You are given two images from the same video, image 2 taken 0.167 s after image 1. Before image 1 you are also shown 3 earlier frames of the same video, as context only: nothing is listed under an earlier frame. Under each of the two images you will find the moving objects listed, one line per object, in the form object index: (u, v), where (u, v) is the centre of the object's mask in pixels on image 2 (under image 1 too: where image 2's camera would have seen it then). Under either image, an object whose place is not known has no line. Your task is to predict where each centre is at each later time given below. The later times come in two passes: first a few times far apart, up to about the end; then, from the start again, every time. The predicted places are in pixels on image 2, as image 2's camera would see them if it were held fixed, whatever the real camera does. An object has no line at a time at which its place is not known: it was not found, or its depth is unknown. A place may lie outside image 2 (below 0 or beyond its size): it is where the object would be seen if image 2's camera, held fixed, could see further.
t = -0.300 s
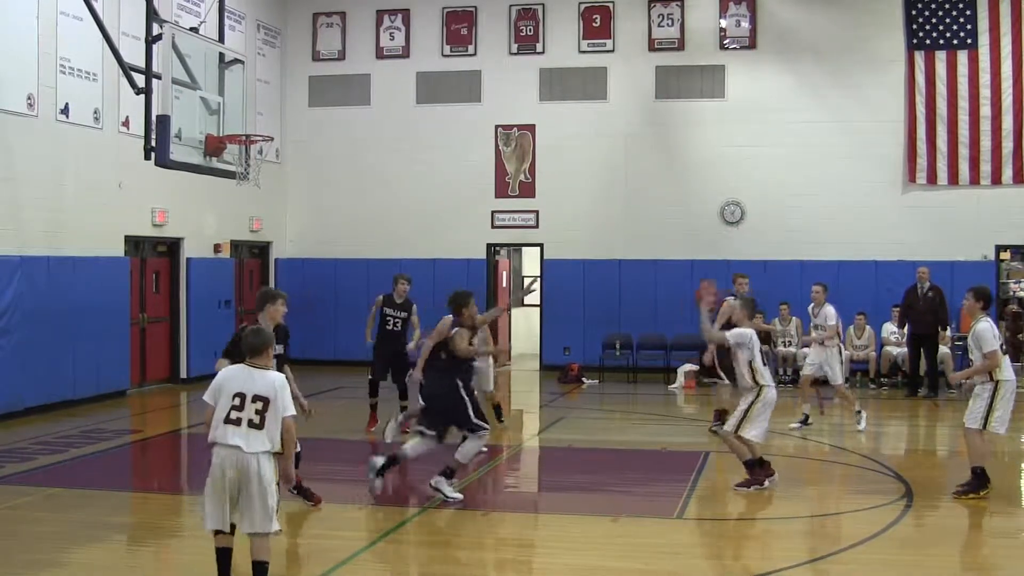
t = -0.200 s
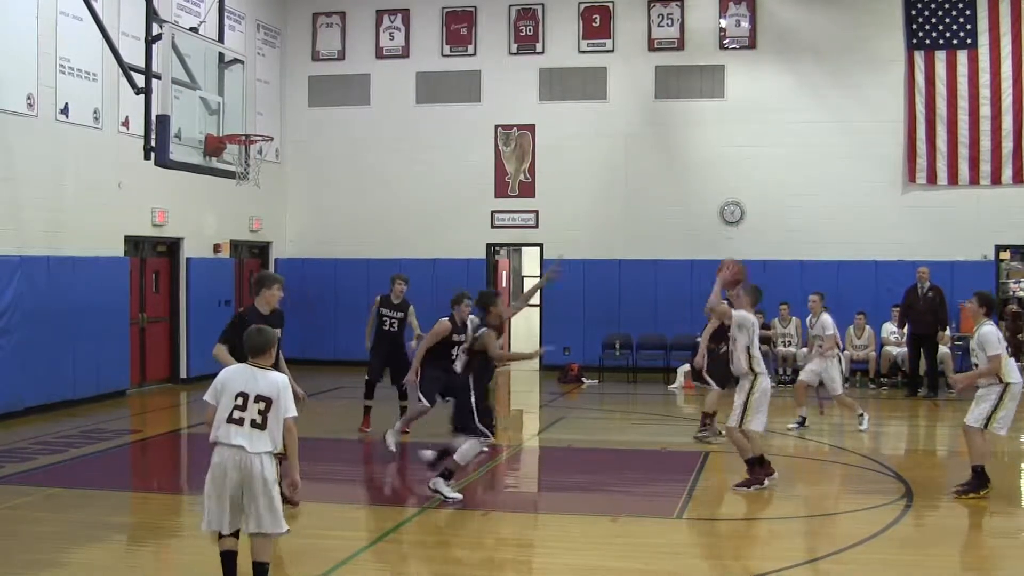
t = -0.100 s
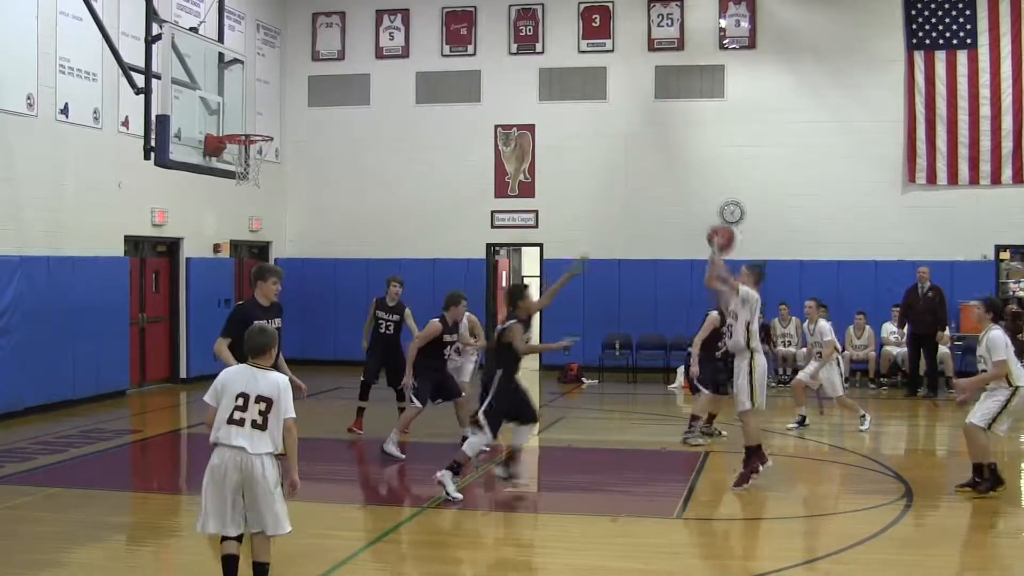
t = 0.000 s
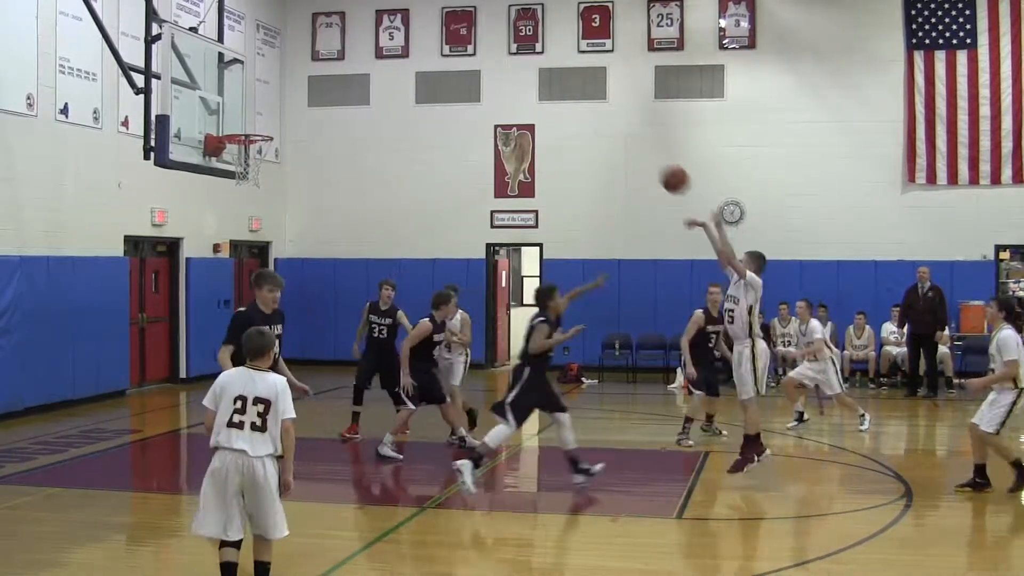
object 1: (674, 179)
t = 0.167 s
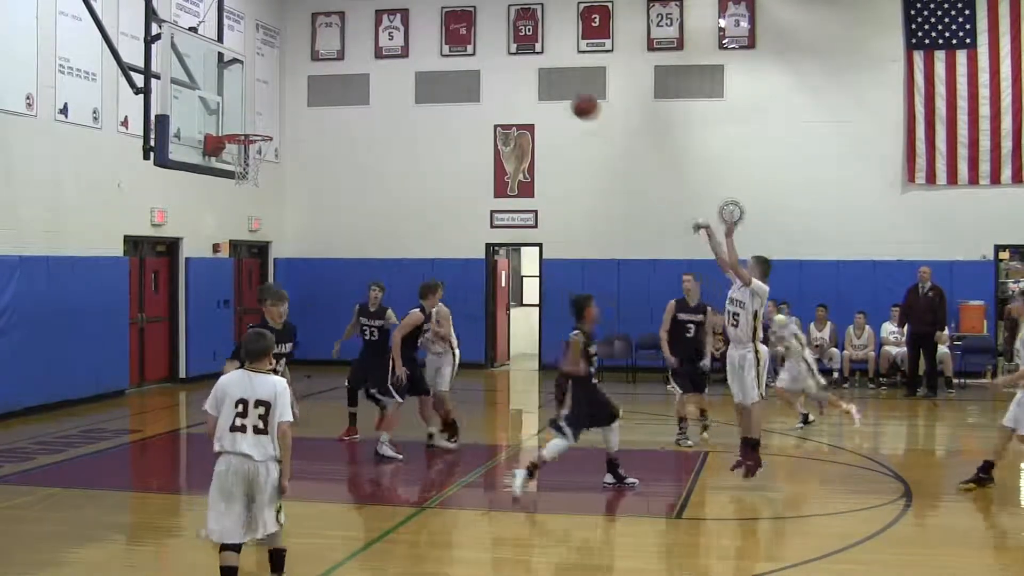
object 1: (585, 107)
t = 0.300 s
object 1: (516, 71)
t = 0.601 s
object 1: (371, 68)
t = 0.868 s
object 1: (264, 118)
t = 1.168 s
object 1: (220, 109)
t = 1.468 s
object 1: (255, 153)
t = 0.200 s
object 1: (568, 97)
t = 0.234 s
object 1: (551, 87)
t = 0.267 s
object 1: (533, 78)
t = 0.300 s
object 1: (516, 71)
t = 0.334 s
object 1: (499, 66)
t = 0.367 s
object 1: (483, 62)
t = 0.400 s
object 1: (466, 59)
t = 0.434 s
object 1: (450, 57)
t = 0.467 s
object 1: (433, 58)
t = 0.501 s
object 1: (418, 58)
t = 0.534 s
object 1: (402, 61)
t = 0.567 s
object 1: (387, 63)
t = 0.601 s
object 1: (371, 68)
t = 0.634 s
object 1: (356, 73)
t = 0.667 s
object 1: (339, 79)
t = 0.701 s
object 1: (325, 88)
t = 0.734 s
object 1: (309, 97)
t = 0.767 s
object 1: (295, 106)
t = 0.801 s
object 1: (281, 116)
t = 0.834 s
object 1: (269, 125)
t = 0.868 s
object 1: (264, 118)
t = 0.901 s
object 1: (259, 113)
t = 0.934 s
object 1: (254, 108)
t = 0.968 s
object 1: (249, 105)
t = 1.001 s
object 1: (244, 103)
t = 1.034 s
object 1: (239, 102)
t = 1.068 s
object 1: (235, 102)
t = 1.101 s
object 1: (230, 103)
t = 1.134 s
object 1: (225, 106)
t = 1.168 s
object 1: (220, 109)
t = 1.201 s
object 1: (222, 109)
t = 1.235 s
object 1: (226, 111)
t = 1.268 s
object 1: (231, 114)
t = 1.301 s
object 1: (235, 117)
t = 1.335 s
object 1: (238, 122)
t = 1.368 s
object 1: (243, 127)
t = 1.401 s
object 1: (248, 134)
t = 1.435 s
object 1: (251, 144)
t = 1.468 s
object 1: (255, 153)
